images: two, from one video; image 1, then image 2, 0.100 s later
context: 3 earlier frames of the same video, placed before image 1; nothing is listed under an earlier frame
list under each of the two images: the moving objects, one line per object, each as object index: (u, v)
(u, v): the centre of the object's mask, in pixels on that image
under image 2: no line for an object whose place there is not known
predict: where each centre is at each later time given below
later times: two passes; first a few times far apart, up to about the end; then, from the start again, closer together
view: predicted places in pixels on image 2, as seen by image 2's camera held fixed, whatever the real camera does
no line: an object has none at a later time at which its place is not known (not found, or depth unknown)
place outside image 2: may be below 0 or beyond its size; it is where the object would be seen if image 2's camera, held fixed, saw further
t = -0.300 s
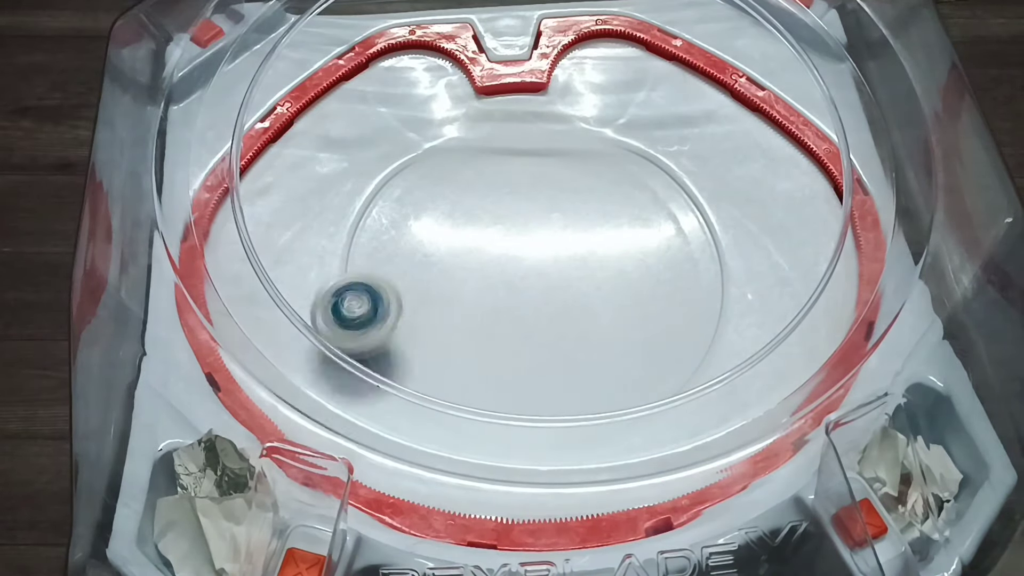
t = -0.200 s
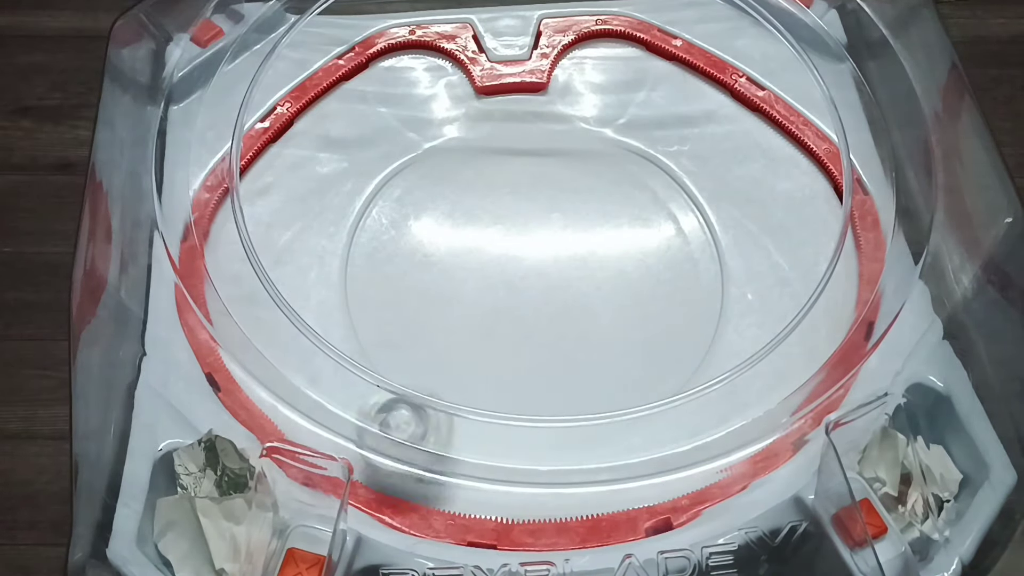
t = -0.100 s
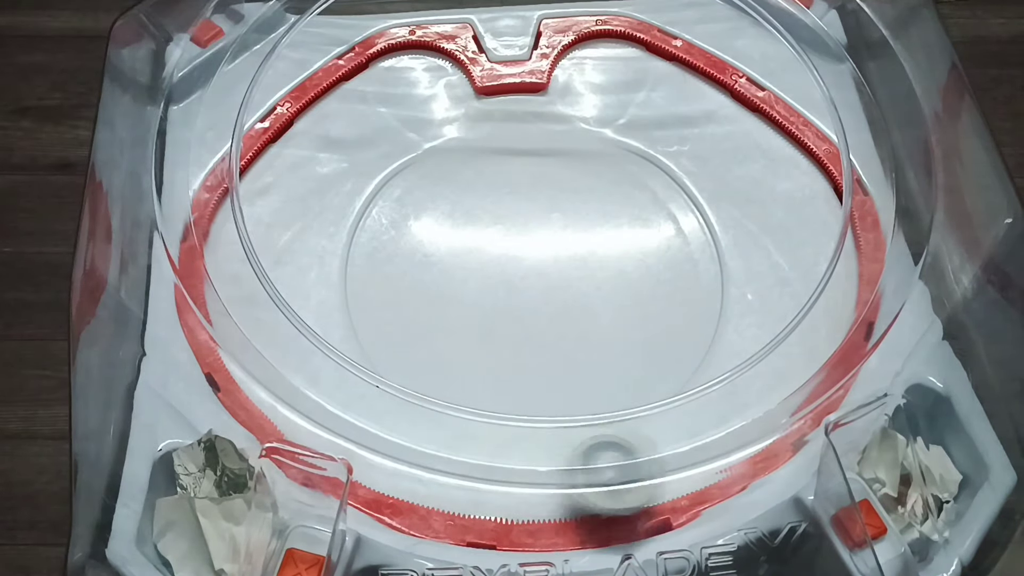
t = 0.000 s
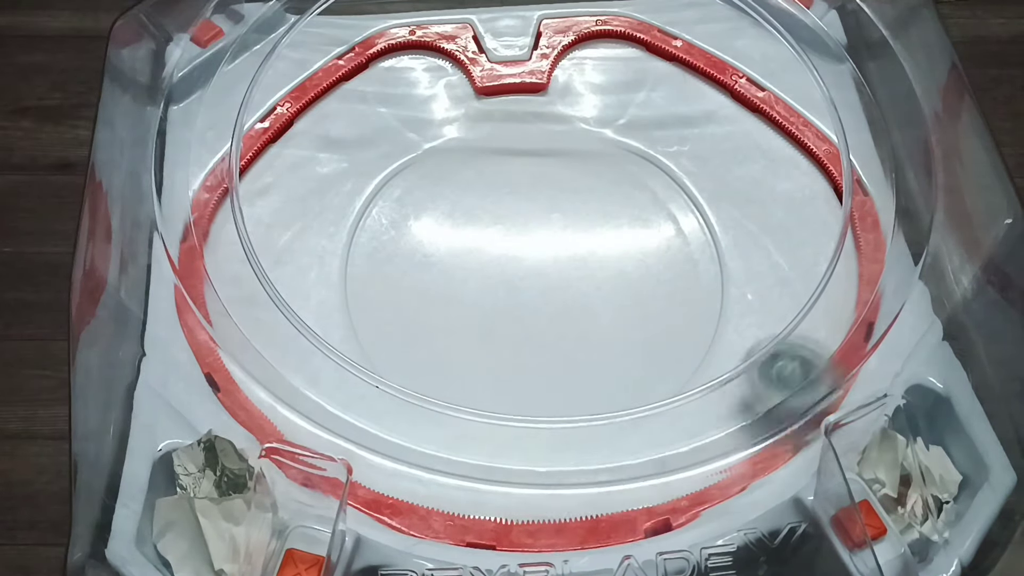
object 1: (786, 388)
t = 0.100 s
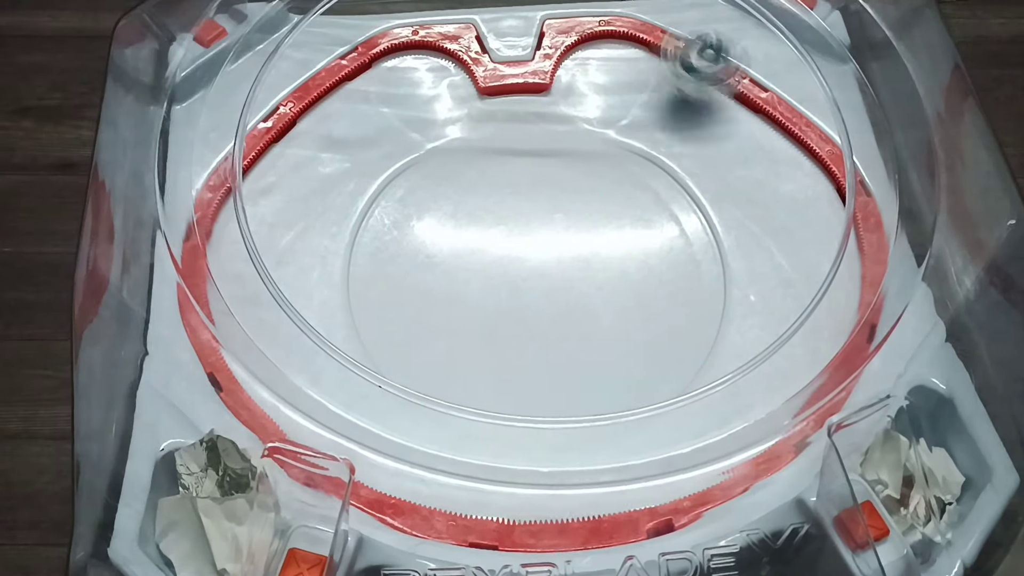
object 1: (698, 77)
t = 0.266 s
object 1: (496, 390)
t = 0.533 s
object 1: (545, 96)
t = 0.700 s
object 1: (273, 204)
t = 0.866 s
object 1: (521, 494)
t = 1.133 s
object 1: (558, 140)
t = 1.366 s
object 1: (671, 252)
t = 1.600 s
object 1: (479, 100)
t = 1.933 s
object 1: (454, 472)
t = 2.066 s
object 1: (853, 250)
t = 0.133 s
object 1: (576, 58)
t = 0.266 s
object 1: (496, 390)
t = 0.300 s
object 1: (562, 357)
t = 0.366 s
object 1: (718, 214)
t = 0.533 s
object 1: (545, 96)
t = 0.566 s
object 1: (480, 94)
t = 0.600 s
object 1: (420, 91)
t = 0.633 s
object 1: (362, 93)
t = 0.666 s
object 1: (310, 97)
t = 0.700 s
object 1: (273, 204)
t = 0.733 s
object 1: (253, 268)
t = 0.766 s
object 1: (243, 326)
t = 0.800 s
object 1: (272, 376)
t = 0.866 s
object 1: (521, 494)
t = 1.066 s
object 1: (690, 77)
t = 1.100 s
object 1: (596, 48)
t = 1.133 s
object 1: (558, 140)
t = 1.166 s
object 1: (526, 228)
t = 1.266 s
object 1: (472, 452)
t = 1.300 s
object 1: (534, 372)
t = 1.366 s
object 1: (671, 252)
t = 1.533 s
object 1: (593, 86)
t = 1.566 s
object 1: (536, 88)
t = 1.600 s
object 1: (479, 100)
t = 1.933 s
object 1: (454, 472)
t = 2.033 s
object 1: (823, 337)
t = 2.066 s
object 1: (853, 250)
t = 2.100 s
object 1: (821, 176)
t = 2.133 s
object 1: (759, 114)
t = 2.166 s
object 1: (677, 67)
